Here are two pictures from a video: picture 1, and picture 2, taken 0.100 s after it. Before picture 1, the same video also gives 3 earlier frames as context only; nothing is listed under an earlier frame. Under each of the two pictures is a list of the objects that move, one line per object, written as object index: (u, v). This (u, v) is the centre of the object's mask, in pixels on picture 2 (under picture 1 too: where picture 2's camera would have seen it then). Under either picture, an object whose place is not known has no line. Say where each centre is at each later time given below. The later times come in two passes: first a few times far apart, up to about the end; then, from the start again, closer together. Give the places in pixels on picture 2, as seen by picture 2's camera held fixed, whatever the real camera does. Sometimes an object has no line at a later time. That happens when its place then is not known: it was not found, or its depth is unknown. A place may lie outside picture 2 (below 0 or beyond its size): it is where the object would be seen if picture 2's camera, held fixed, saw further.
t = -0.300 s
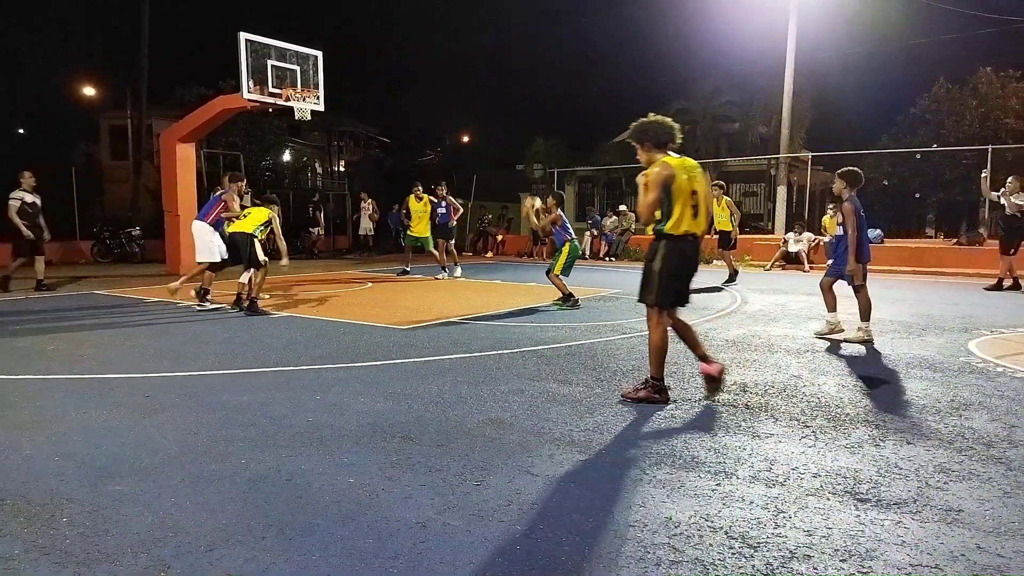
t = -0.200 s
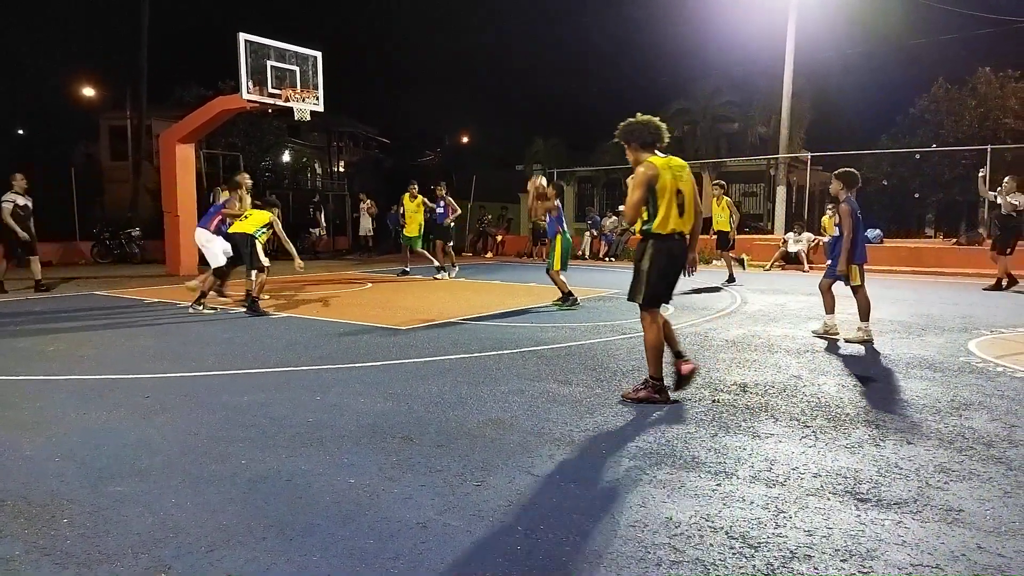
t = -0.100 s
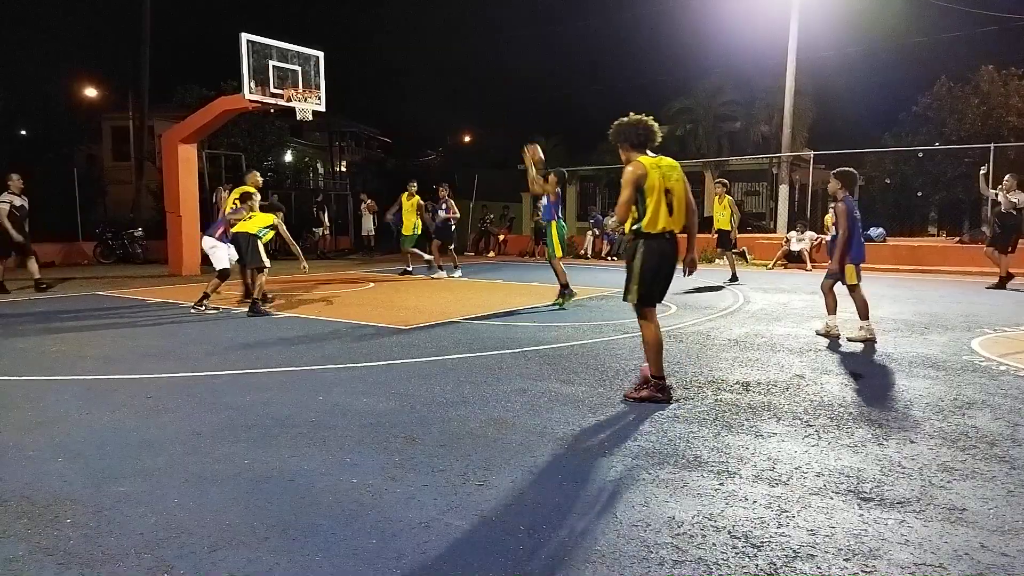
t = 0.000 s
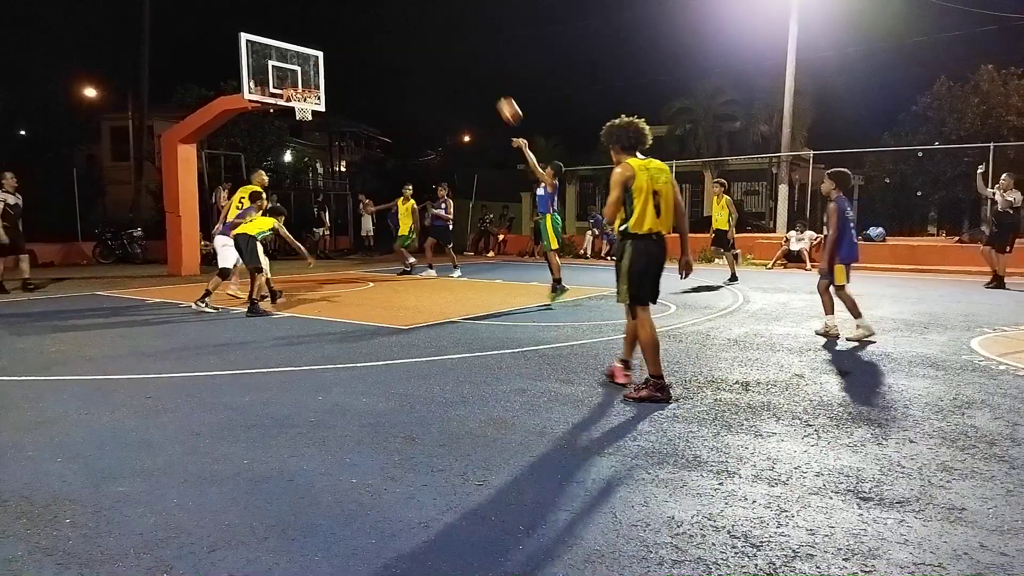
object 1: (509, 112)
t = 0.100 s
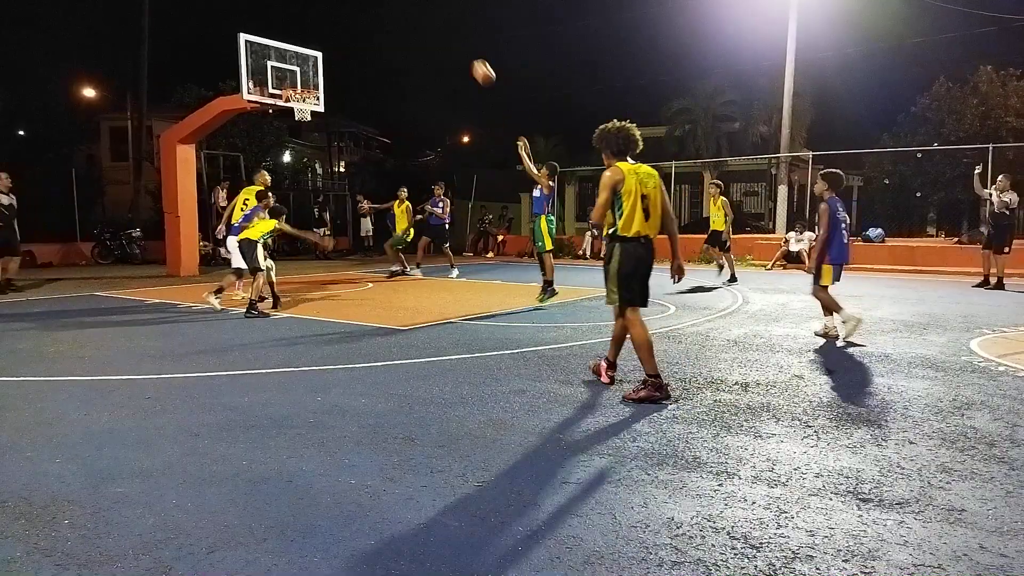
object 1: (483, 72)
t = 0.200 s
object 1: (458, 42)
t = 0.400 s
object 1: (412, 7)
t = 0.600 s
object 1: (371, 3)
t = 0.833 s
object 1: (328, 34)
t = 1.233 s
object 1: (324, 69)
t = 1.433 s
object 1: (354, 76)
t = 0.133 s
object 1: (474, 61)
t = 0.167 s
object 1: (466, 51)
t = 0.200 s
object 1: (458, 42)
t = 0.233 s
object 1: (450, 34)
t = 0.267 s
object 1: (442, 27)
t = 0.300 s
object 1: (435, 20)
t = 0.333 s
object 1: (427, 15)
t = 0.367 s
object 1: (420, 11)
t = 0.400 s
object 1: (412, 7)
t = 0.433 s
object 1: (405, 5)
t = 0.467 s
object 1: (398, 4)
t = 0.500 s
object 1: (391, 3)
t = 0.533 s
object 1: (384, 3)
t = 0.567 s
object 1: (378, 3)
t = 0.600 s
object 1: (371, 3)
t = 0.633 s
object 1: (365, 5)
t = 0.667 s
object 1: (358, 8)
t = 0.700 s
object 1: (352, 12)
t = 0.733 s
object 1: (346, 16)
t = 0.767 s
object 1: (340, 21)
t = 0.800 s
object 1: (334, 27)
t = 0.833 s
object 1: (328, 34)
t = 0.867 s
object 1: (323, 41)
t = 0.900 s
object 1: (318, 46)
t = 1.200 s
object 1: (320, 70)
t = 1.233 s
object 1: (324, 69)
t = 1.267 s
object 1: (330, 68)
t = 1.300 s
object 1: (334, 68)
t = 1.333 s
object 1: (339, 69)
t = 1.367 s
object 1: (344, 71)
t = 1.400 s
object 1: (350, 73)
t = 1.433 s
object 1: (354, 76)
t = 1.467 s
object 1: (360, 79)
